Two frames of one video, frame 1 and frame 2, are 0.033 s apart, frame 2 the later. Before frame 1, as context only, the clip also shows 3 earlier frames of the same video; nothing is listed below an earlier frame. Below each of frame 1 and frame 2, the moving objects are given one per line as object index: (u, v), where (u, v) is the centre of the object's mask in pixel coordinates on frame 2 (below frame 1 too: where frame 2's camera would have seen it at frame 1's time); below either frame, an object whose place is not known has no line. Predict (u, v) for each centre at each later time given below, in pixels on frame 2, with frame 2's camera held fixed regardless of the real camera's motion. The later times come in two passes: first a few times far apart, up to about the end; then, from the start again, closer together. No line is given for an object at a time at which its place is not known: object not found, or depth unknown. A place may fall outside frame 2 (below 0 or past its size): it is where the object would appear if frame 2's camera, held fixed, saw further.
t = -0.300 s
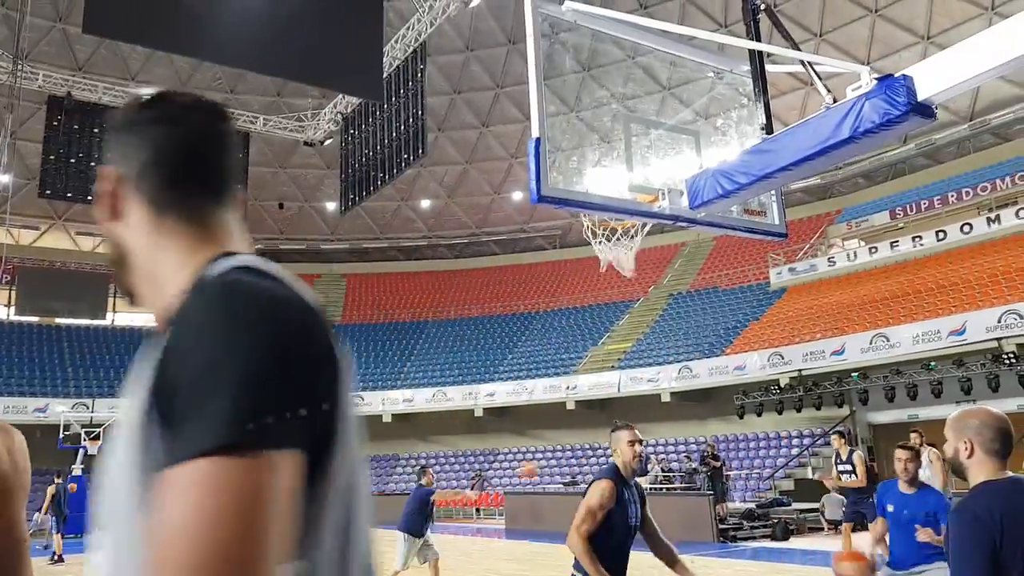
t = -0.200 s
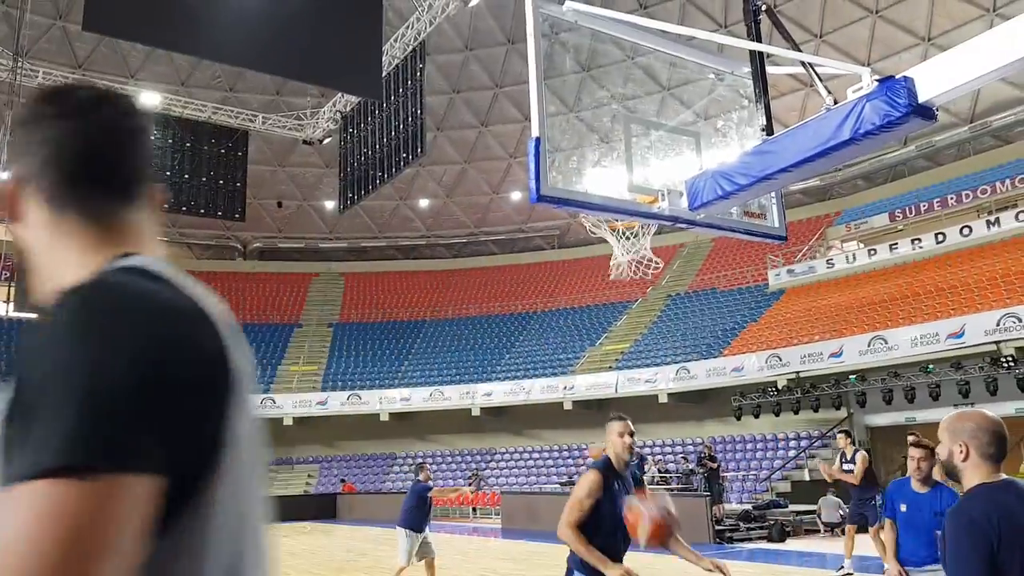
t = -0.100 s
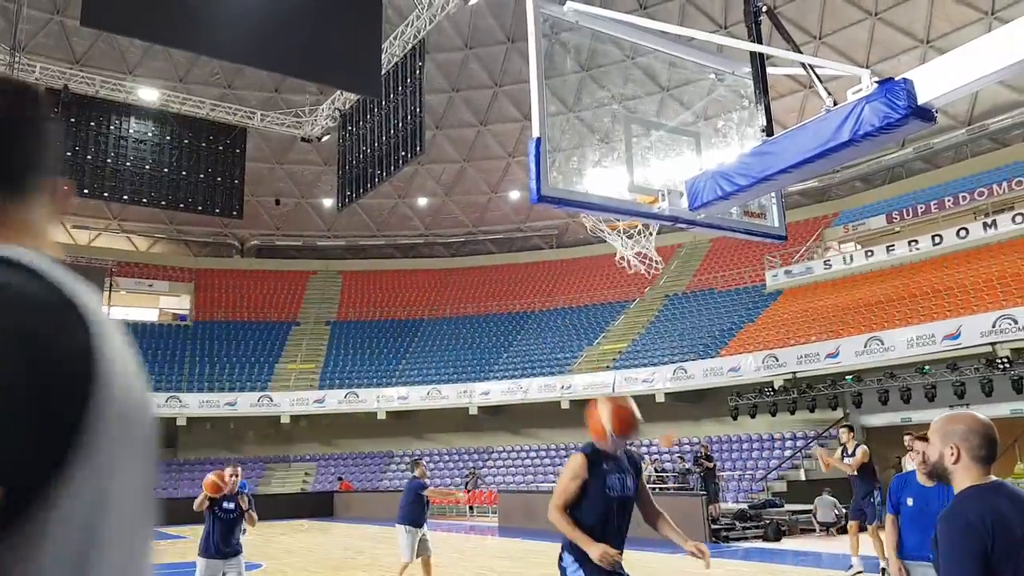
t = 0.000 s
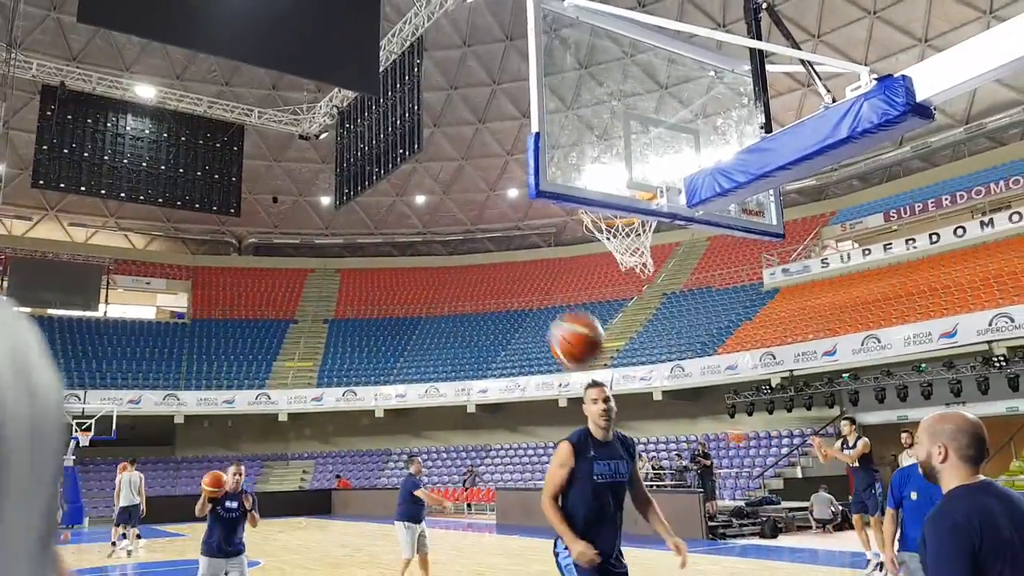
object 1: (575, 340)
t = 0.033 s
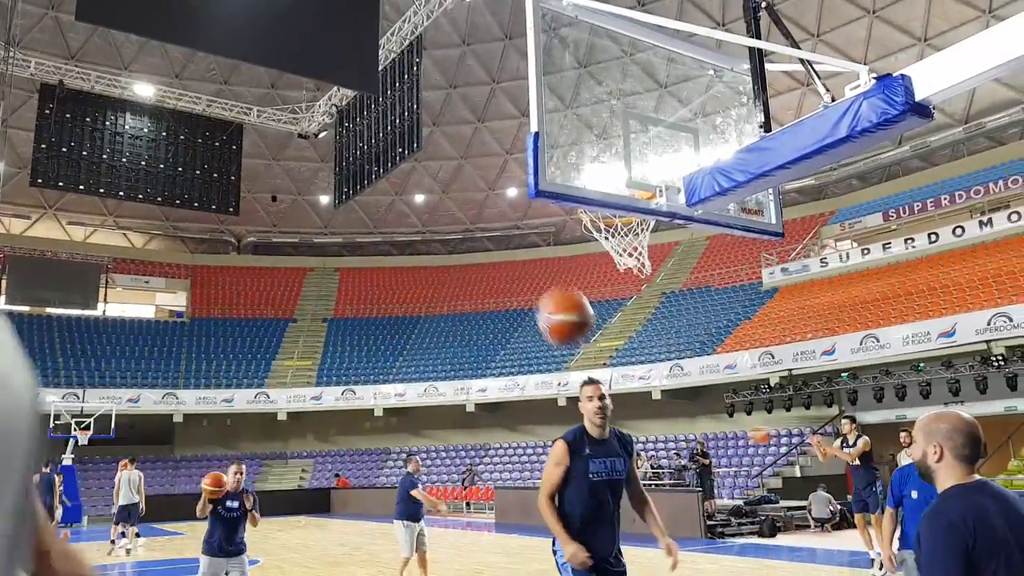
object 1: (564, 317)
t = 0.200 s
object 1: (504, 233)
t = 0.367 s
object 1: (436, 216)
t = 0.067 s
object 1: (552, 295)
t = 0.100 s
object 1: (541, 278)
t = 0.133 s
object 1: (529, 261)
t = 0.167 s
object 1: (517, 246)
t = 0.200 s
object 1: (504, 233)
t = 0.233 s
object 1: (487, 224)
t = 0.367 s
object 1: (436, 216)
